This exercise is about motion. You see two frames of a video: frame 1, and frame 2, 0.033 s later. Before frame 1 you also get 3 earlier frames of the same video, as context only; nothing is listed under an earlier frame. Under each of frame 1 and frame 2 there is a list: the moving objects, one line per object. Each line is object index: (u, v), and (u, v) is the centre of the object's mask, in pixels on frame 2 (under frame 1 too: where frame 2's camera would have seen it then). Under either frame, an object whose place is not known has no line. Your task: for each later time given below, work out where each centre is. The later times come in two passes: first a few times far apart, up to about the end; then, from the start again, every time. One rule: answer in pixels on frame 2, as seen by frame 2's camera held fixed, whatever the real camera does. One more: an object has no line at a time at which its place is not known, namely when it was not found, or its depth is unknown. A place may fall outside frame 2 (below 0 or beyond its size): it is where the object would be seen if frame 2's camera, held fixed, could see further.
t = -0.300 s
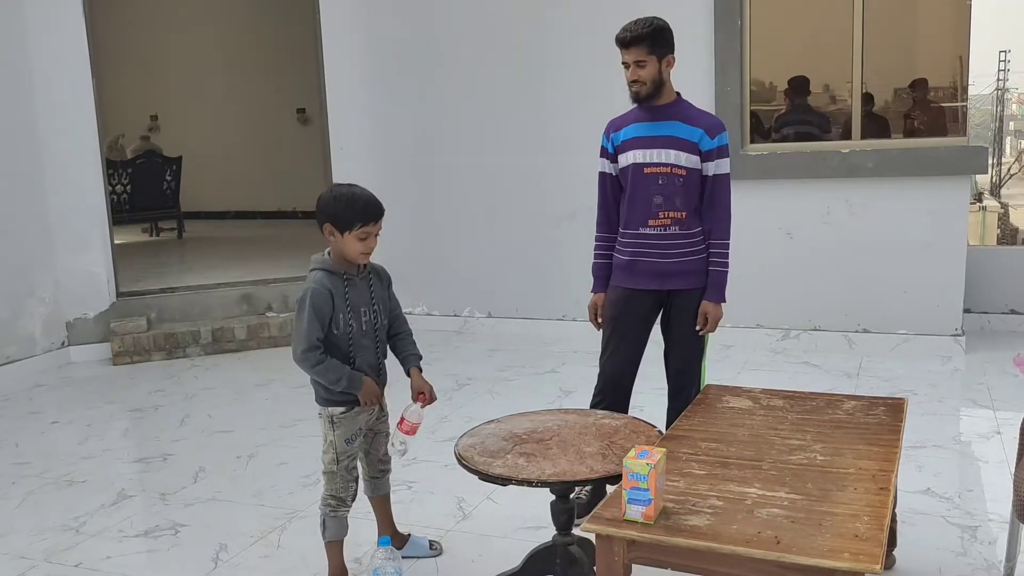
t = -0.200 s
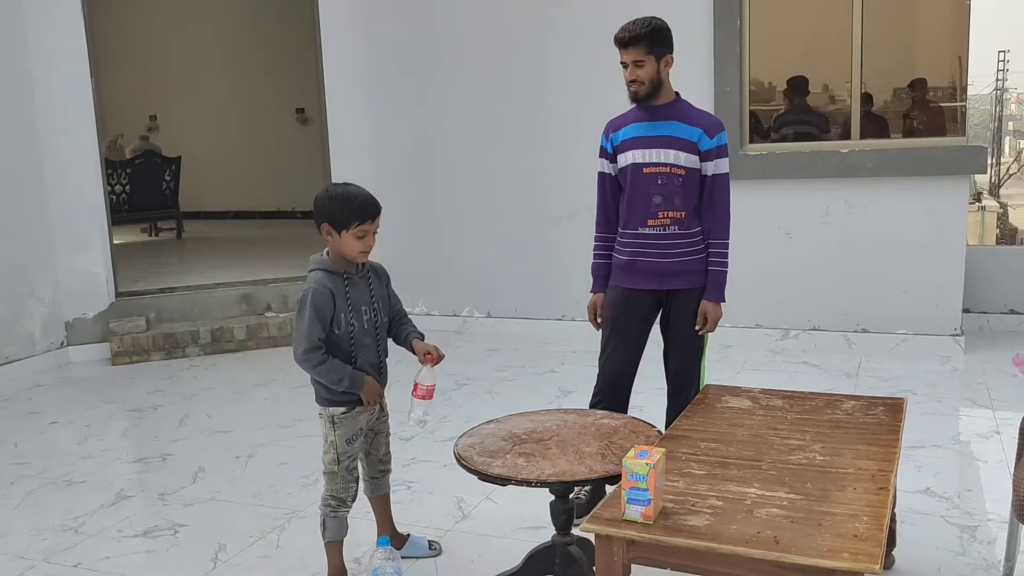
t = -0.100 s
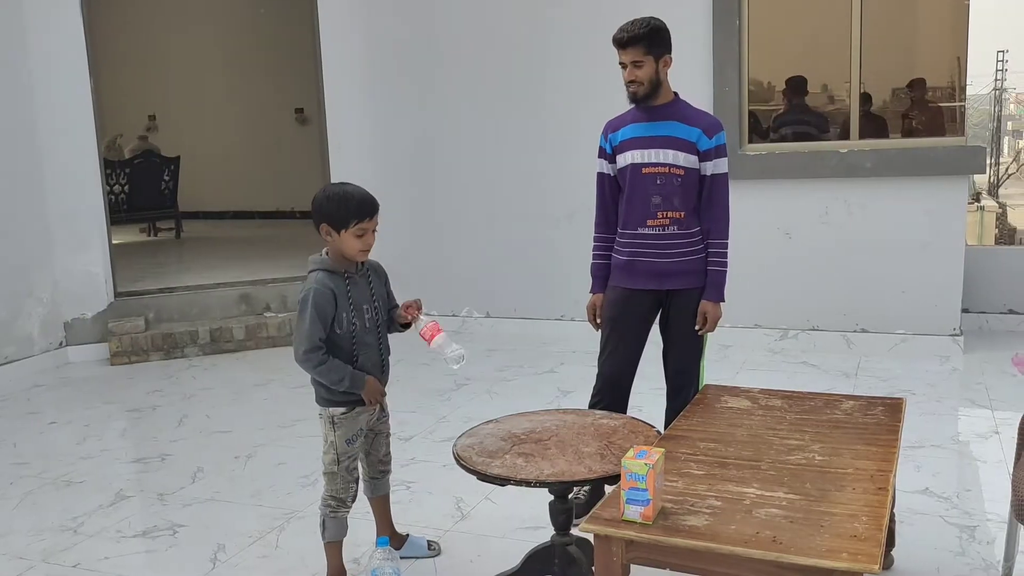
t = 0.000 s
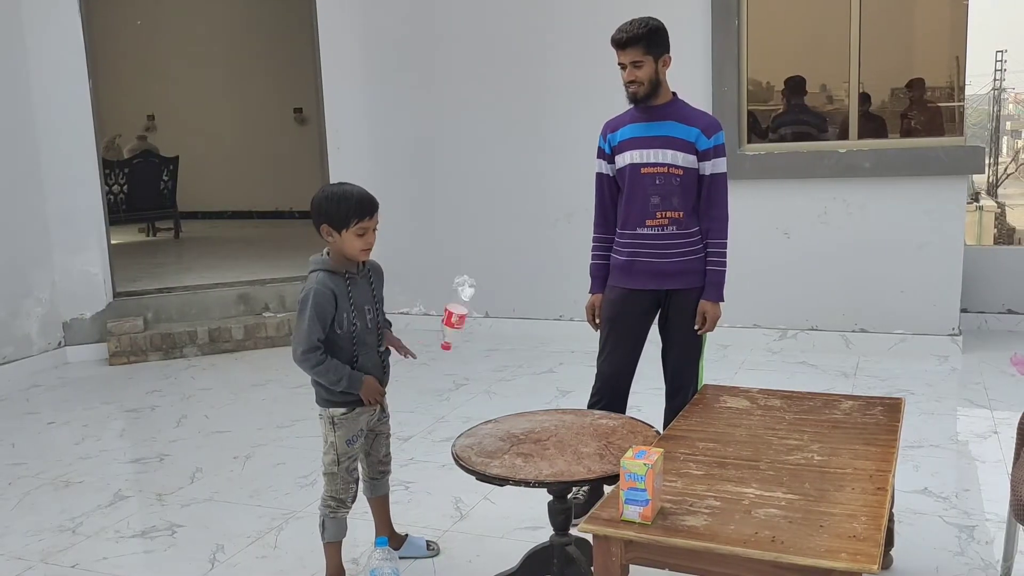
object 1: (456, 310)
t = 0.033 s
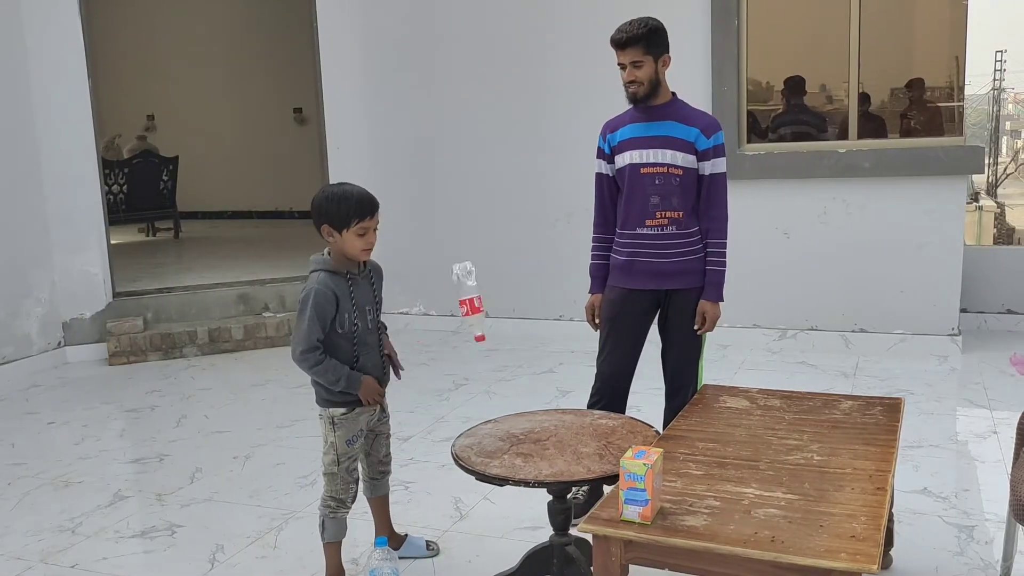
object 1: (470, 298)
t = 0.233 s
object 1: (488, 266)
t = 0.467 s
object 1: (515, 433)
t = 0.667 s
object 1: (535, 437)
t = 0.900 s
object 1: (534, 439)
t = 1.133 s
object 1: (533, 441)
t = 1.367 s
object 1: (530, 445)
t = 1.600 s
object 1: (528, 449)
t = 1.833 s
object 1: (525, 453)
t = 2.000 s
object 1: (524, 457)
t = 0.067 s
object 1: (481, 284)
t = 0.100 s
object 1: (488, 270)
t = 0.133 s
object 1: (492, 259)
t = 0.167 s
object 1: (491, 254)
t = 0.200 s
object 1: (489, 257)
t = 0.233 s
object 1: (488, 266)
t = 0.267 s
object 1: (488, 281)
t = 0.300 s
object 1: (491, 302)
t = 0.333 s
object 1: (493, 327)
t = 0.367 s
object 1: (498, 355)
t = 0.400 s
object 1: (504, 388)
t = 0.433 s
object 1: (510, 424)
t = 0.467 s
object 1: (515, 433)
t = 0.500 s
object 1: (523, 435)
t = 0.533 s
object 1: (530, 437)
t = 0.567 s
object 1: (534, 437)
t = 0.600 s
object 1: (535, 437)
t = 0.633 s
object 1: (535, 437)
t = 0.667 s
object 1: (535, 437)
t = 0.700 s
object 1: (535, 438)
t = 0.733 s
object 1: (534, 438)
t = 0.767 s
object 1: (534, 438)
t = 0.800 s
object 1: (534, 438)
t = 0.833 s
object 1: (534, 438)
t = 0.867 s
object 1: (534, 439)
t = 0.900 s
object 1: (534, 439)
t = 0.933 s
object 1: (533, 440)
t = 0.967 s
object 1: (533, 440)
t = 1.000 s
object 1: (533, 441)
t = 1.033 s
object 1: (533, 441)
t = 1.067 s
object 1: (533, 441)
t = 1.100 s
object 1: (533, 441)
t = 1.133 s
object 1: (533, 441)
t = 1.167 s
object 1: (532, 442)
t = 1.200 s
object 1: (531, 443)
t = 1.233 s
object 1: (531, 443)
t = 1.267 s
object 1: (531, 444)
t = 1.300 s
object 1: (531, 444)
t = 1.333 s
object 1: (531, 444)
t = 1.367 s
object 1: (530, 445)
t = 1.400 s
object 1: (530, 445)
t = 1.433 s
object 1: (530, 446)
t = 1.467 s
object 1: (529, 446)
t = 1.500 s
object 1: (529, 447)
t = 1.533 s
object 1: (528, 447)
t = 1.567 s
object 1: (528, 448)
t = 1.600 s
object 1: (528, 449)
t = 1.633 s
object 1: (528, 449)
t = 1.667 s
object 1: (528, 450)
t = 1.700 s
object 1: (527, 451)
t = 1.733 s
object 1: (527, 451)
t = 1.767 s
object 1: (526, 452)
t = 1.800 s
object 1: (526, 453)
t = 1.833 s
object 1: (525, 453)
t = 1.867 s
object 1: (525, 454)
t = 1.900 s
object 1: (525, 455)
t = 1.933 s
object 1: (524, 456)
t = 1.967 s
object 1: (524, 457)
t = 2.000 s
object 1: (524, 457)
